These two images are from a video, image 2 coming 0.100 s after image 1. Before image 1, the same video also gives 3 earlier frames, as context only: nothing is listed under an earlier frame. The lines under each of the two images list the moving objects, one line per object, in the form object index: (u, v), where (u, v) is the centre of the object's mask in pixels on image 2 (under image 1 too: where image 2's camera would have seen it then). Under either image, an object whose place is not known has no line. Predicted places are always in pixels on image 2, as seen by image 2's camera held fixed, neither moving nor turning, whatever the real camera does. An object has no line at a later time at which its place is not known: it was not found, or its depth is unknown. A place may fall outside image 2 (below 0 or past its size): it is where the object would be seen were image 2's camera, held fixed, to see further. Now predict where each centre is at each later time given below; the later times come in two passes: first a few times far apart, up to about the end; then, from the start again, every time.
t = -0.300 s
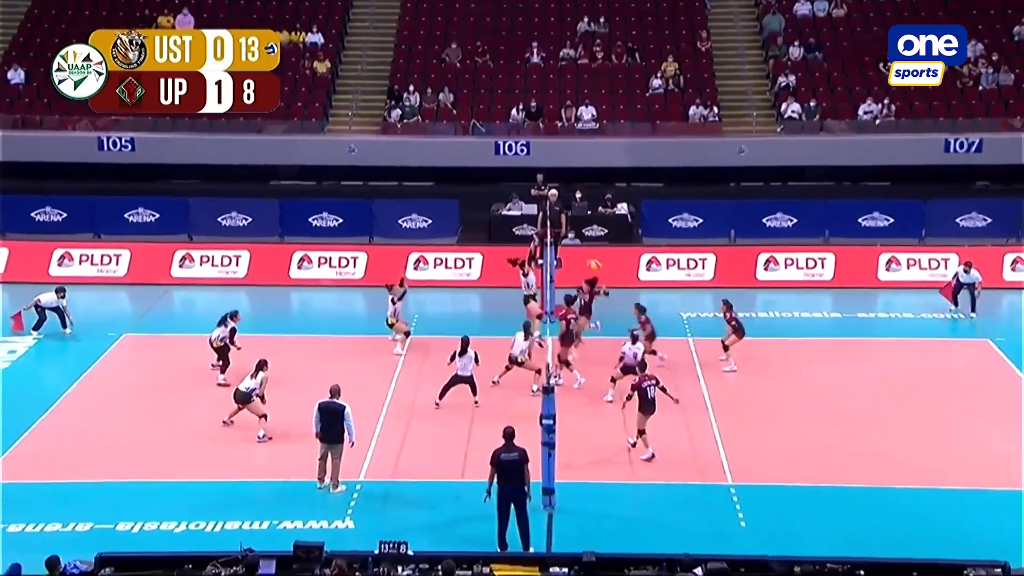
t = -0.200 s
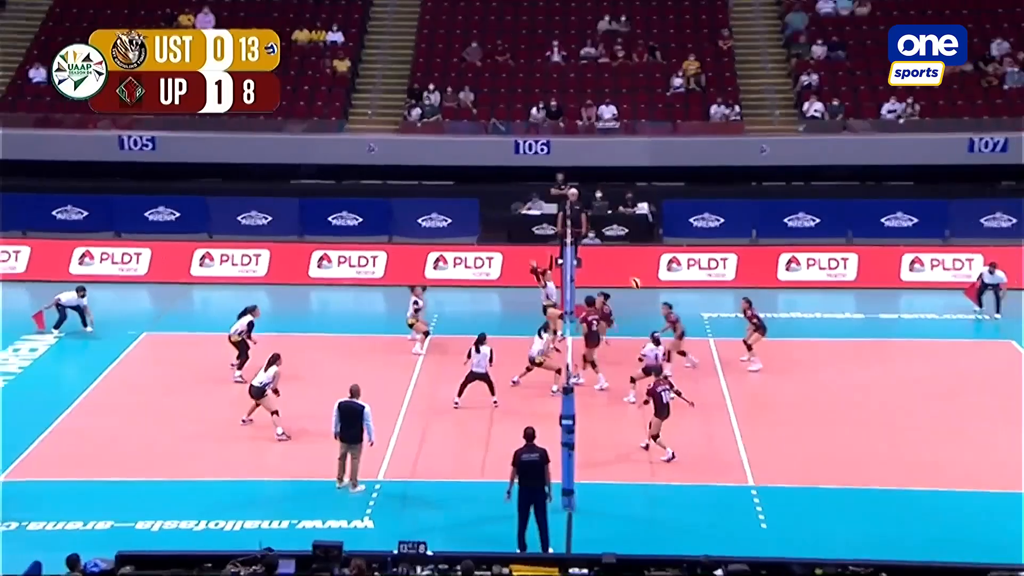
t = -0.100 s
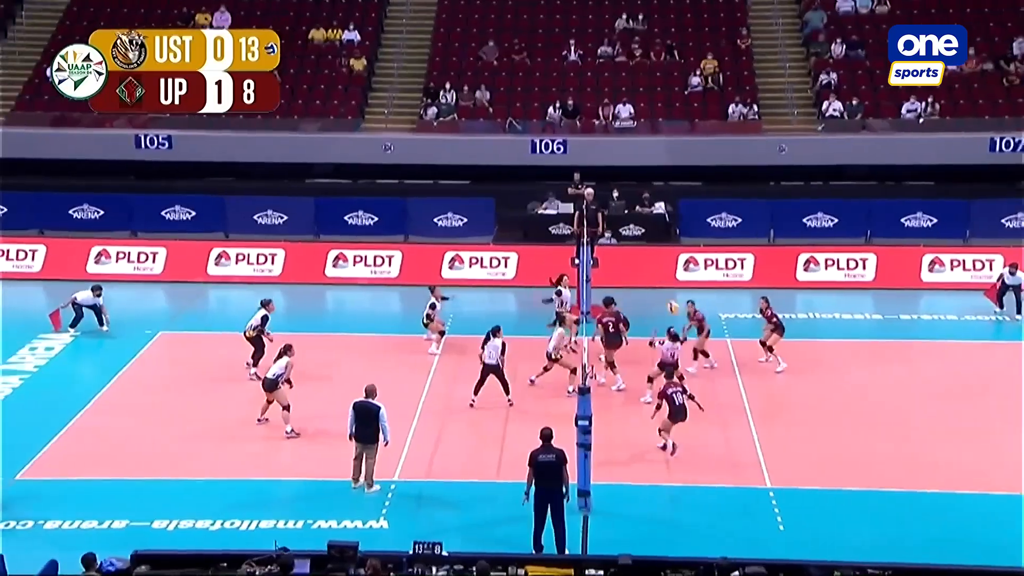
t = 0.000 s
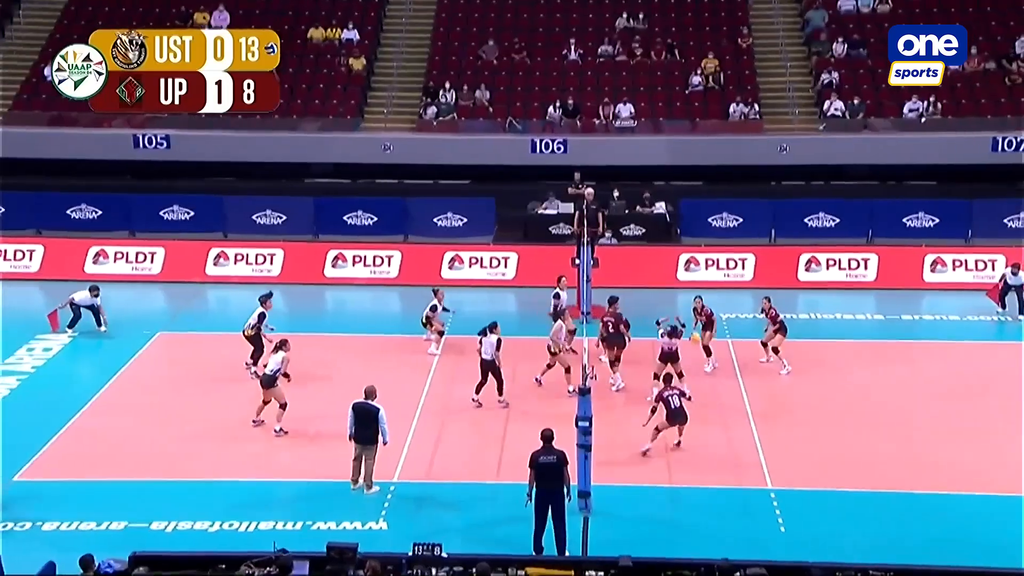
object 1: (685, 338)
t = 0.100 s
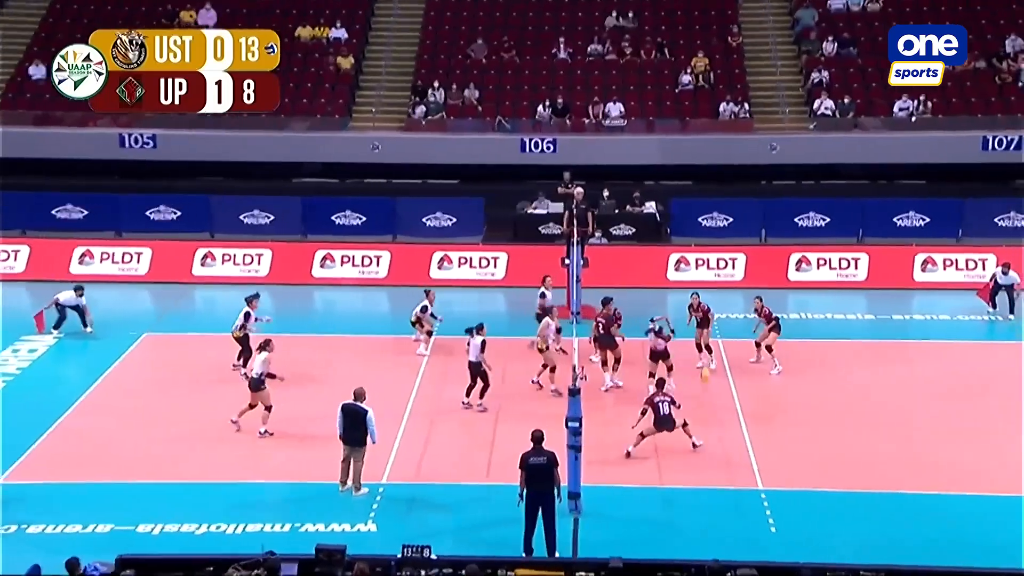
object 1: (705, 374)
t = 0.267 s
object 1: (736, 443)
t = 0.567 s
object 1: (800, 409)
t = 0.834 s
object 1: (858, 425)
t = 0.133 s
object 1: (710, 388)
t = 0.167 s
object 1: (716, 403)
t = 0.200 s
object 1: (724, 418)
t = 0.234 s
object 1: (728, 433)
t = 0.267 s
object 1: (736, 443)
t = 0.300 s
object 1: (744, 437)
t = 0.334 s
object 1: (750, 431)
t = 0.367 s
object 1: (757, 425)
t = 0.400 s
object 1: (765, 422)
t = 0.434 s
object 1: (771, 417)
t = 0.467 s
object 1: (778, 414)
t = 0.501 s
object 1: (786, 411)
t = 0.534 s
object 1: (793, 410)
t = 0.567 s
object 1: (800, 409)
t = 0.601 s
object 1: (807, 408)
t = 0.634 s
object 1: (815, 409)
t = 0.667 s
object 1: (822, 410)
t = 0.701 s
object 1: (829, 411)
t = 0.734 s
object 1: (836, 413)
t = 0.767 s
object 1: (844, 417)
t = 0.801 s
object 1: (851, 421)
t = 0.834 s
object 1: (858, 425)
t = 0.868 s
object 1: (867, 431)
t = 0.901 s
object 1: (873, 436)
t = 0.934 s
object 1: (881, 443)
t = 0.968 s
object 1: (888, 450)
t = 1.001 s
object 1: (895, 458)
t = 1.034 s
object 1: (902, 467)
